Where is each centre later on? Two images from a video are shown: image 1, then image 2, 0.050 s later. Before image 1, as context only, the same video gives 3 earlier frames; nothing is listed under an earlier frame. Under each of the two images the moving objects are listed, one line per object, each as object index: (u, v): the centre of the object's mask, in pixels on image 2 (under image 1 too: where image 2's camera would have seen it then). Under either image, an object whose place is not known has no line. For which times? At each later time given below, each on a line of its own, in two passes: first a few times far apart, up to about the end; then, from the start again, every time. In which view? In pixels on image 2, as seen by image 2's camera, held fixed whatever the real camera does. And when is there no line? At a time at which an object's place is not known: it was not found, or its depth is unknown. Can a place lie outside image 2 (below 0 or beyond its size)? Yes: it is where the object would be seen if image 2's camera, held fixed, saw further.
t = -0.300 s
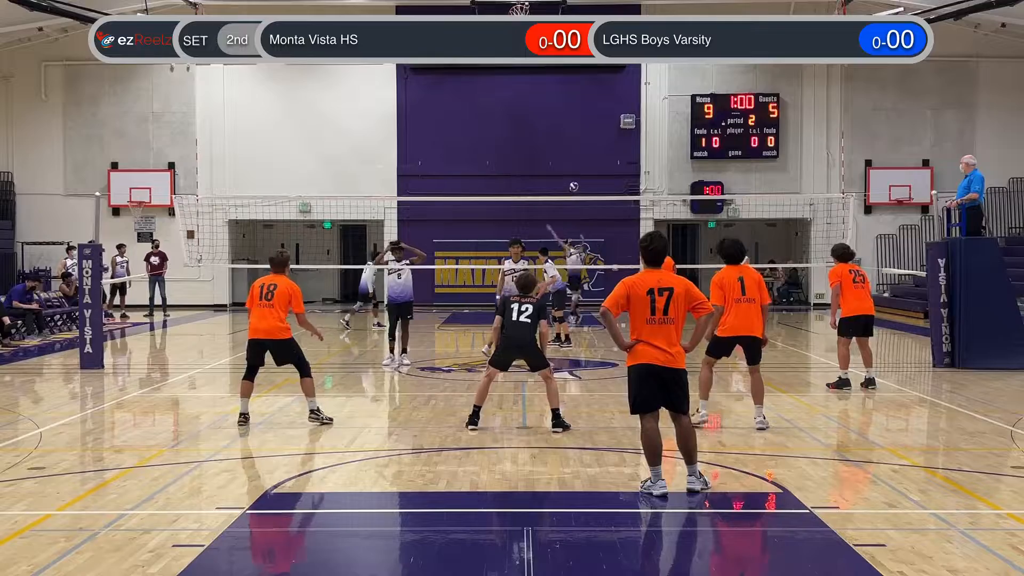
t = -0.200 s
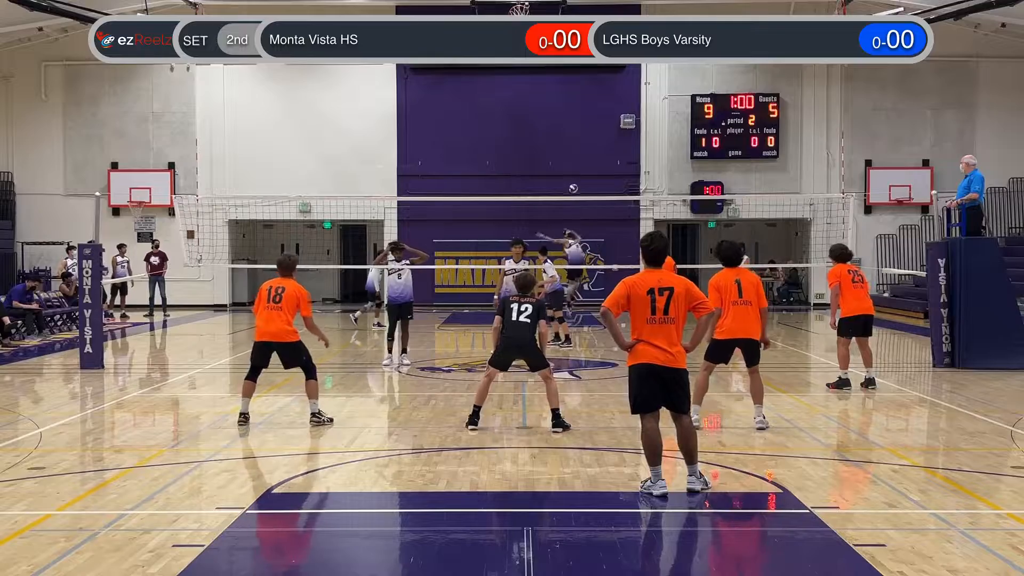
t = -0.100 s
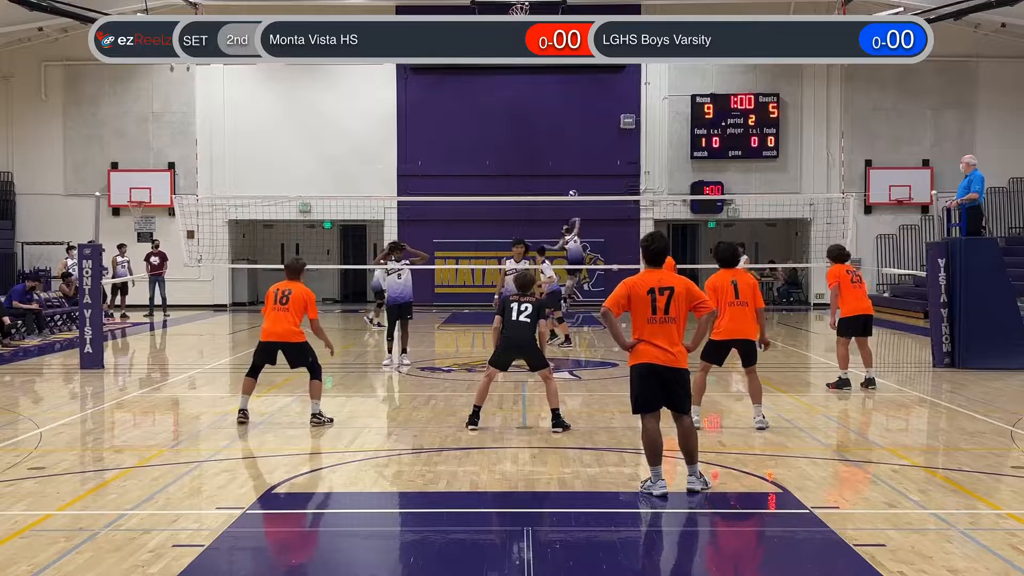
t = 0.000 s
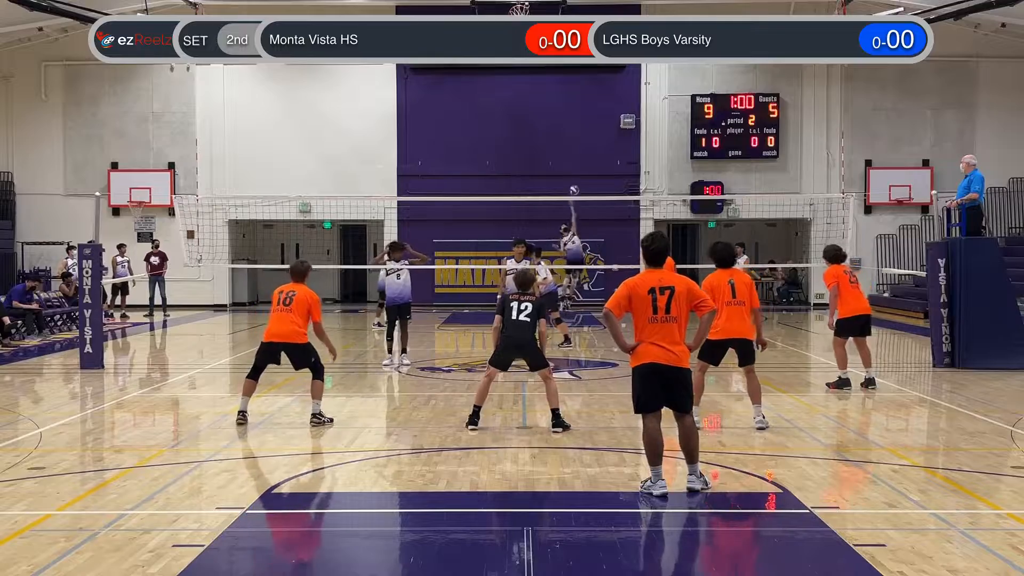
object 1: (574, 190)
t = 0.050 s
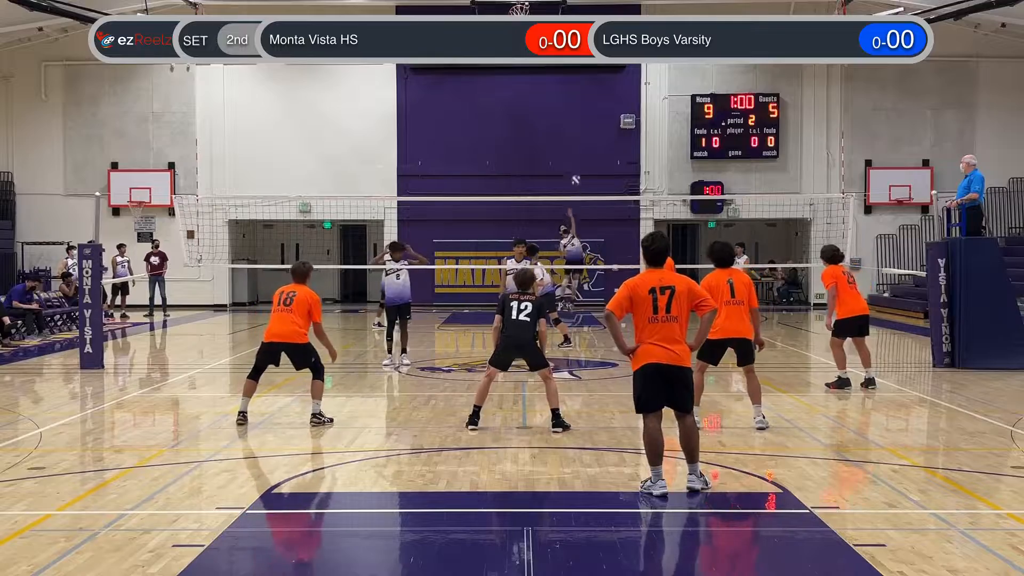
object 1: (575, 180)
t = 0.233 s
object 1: (584, 146)
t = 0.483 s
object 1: (596, 116)
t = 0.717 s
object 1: (610, 116)
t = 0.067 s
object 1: (577, 177)
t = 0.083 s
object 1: (577, 173)
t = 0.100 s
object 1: (578, 170)
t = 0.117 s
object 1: (579, 167)
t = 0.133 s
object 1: (580, 164)
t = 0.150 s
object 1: (580, 161)
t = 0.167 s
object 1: (581, 157)
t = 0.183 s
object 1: (583, 155)
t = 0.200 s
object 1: (583, 151)
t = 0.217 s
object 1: (583, 149)
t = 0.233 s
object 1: (584, 146)
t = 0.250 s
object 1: (585, 143)
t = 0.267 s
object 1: (586, 140)
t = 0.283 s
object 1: (587, 138)
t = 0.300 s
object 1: (588, 135)
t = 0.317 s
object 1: (589, 133)
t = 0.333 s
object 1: (590, 131)
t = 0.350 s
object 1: (591, 129)
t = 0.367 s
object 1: (591, 127)
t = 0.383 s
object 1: (592, 125)
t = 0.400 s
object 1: (593, 123)
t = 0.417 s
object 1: (593, 121)
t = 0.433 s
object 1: (594, 119)
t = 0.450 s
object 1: (595, 118)
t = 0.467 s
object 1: (596, 116)
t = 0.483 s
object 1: (596, 116)
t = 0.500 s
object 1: (597, 115)
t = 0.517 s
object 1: (598, 114)
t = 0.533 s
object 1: (598, 113)
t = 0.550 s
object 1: (599, 113)
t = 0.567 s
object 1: (599, 112)
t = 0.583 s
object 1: (600, 112)
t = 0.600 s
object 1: (601, 112)
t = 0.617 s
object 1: (602, 112)
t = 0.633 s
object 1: (603, 112)
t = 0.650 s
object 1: (604, 113)
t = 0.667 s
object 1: (606, 113)
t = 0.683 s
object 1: (607, 114)
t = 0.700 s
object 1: (608, 114)
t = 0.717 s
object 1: (610, 116)
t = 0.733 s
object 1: (612, 117)
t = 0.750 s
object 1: (613, 119)
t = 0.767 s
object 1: (615, 121)
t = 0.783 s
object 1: (616, 123)
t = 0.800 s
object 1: (617, 126)
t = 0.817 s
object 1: (619, 128)
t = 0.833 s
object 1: (622, 131)
